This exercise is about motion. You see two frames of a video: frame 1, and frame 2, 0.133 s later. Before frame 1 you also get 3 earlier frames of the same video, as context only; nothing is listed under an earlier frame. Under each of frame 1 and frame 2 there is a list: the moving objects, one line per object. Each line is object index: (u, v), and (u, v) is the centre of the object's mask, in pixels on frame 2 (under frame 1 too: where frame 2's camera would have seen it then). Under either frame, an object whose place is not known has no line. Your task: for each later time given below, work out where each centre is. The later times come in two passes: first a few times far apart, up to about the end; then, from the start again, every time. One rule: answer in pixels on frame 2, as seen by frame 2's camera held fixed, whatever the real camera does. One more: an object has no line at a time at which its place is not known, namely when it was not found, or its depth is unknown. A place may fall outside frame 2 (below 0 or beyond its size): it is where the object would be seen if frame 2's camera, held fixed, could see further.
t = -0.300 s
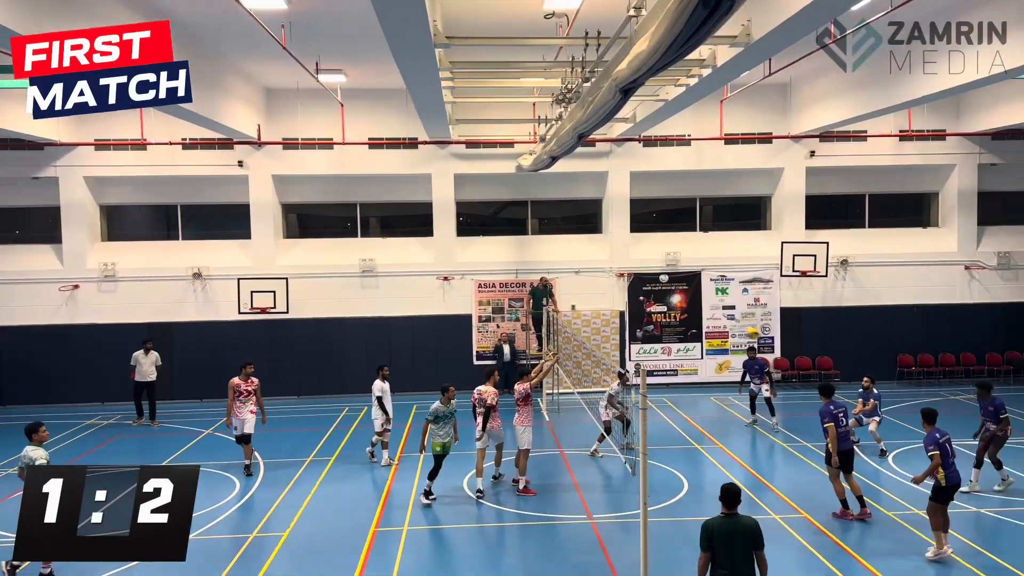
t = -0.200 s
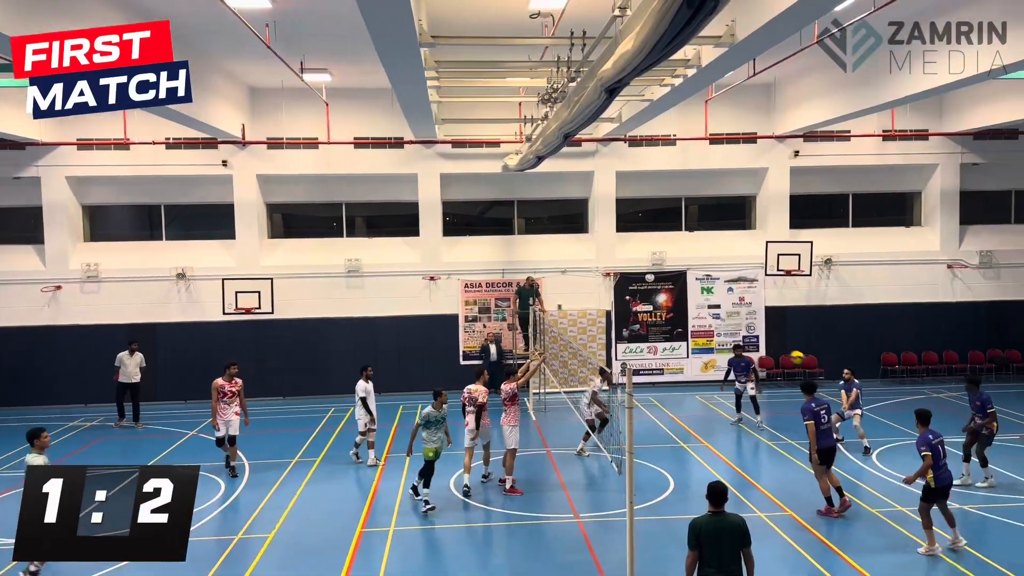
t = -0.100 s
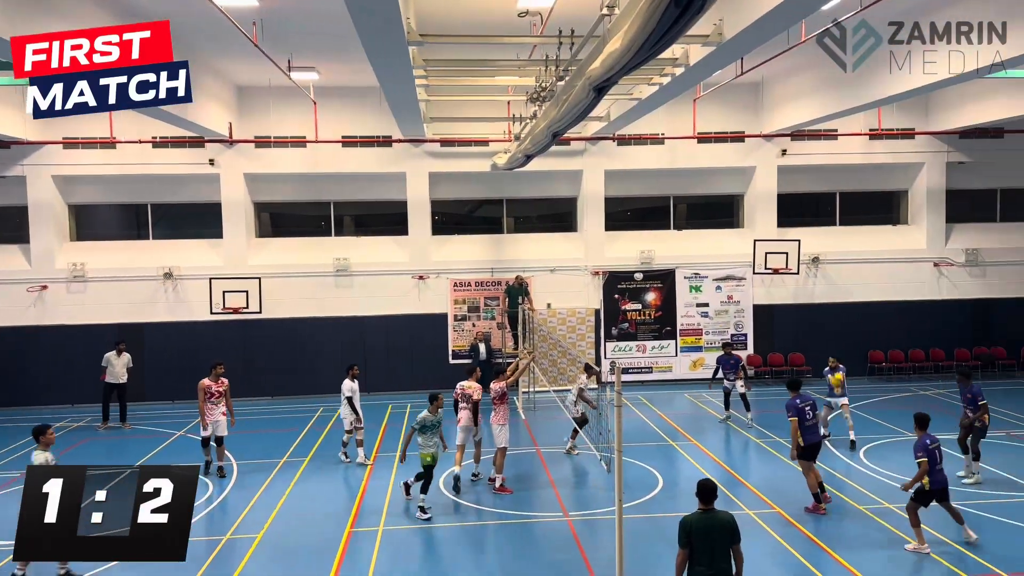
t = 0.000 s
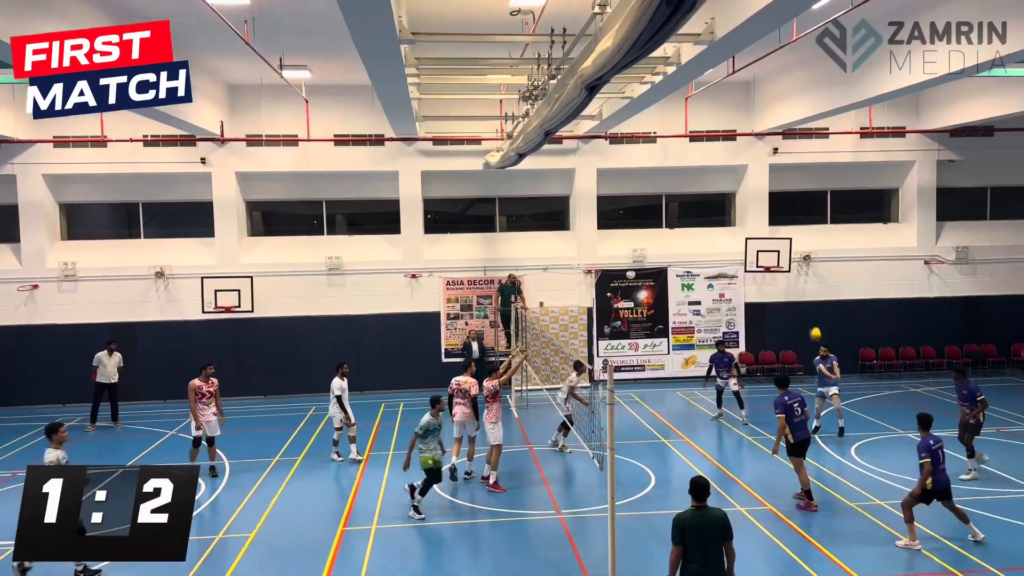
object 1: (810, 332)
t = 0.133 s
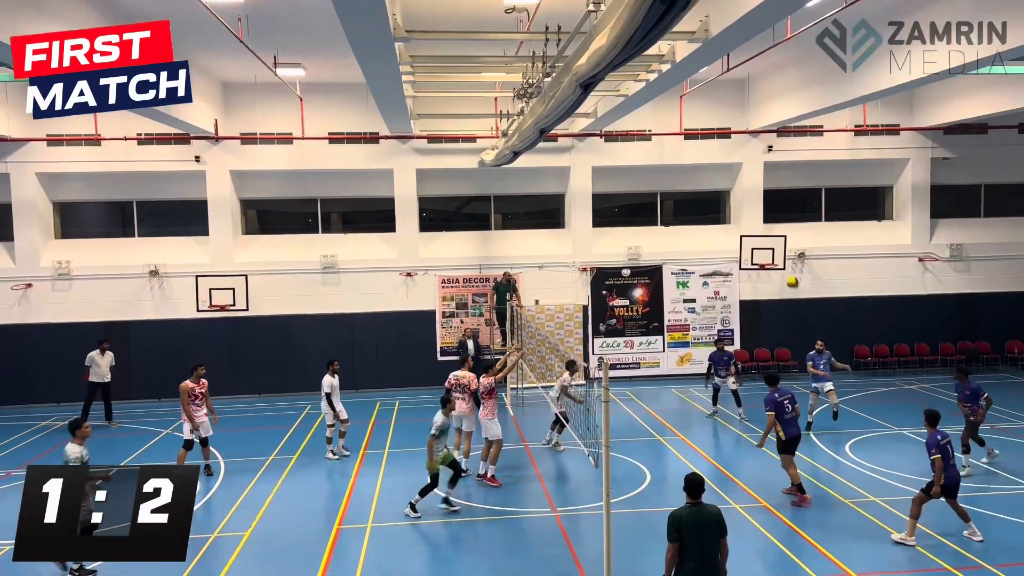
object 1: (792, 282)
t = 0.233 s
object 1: (780, 251)
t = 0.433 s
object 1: (754, 205)
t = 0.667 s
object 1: (726, 180)
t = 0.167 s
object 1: (789, 271)
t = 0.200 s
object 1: (784, 260)
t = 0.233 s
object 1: (780, 251)
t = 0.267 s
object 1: (775, 242)
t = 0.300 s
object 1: (771, 233)
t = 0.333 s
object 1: (767, 225)
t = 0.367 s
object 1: (763, 218)
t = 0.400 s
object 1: (758, 211)
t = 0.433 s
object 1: (754, 205)
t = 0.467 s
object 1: (750, 200)
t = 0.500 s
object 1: (747, 195)
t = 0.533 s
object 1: (742, 191)
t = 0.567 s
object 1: (738, 187)
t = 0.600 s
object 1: (733, 184)
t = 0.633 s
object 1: (729, 182)
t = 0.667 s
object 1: (726, 180)
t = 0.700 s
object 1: (722, 179)
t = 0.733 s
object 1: (718, 179)
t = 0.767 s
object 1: (713, 179)
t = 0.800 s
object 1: (709, 180)
